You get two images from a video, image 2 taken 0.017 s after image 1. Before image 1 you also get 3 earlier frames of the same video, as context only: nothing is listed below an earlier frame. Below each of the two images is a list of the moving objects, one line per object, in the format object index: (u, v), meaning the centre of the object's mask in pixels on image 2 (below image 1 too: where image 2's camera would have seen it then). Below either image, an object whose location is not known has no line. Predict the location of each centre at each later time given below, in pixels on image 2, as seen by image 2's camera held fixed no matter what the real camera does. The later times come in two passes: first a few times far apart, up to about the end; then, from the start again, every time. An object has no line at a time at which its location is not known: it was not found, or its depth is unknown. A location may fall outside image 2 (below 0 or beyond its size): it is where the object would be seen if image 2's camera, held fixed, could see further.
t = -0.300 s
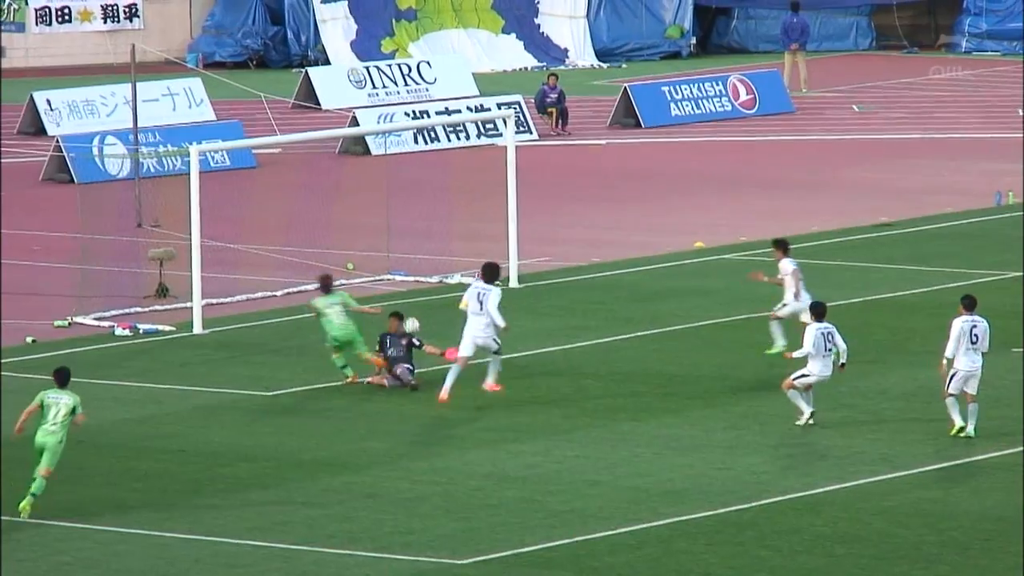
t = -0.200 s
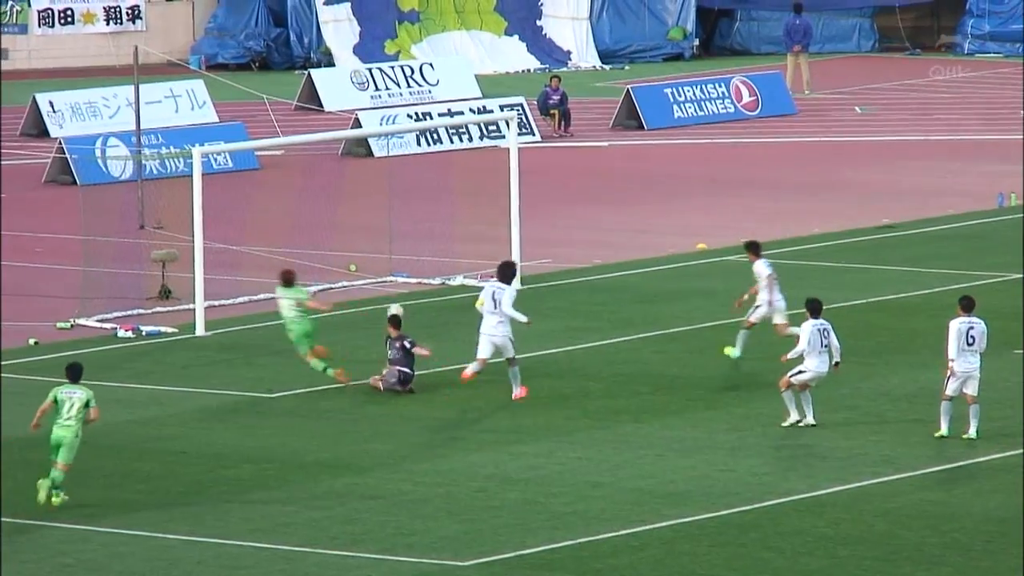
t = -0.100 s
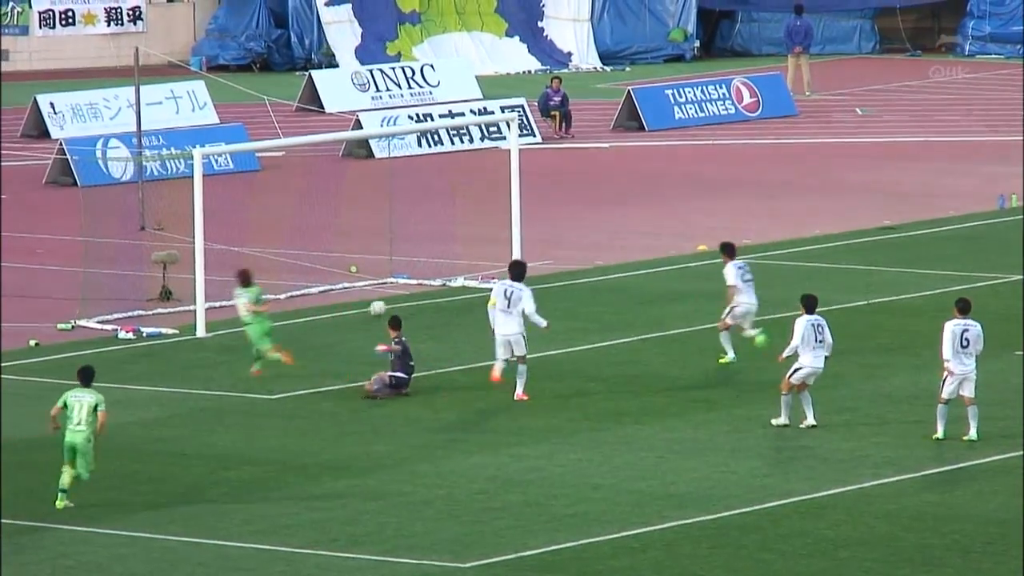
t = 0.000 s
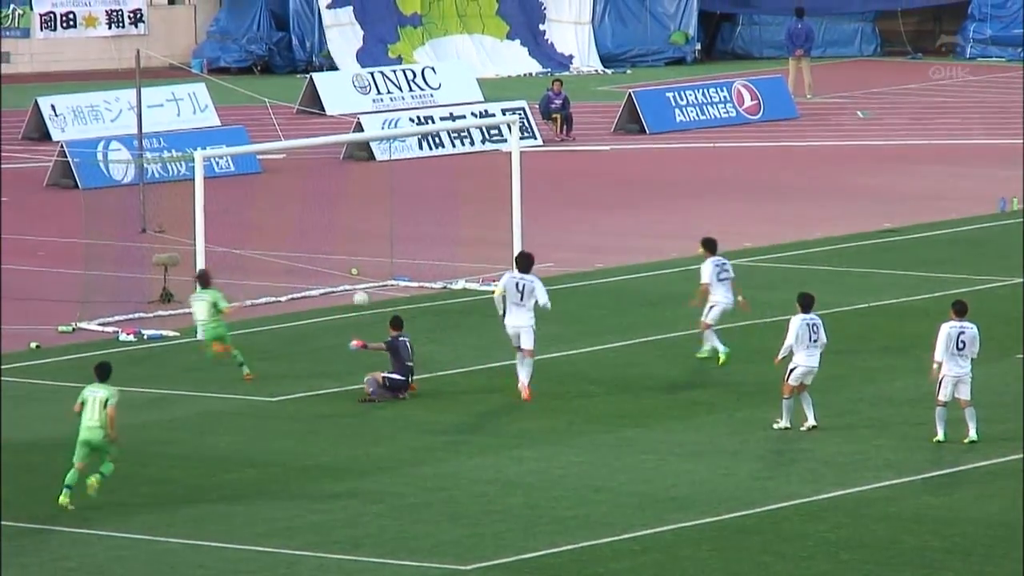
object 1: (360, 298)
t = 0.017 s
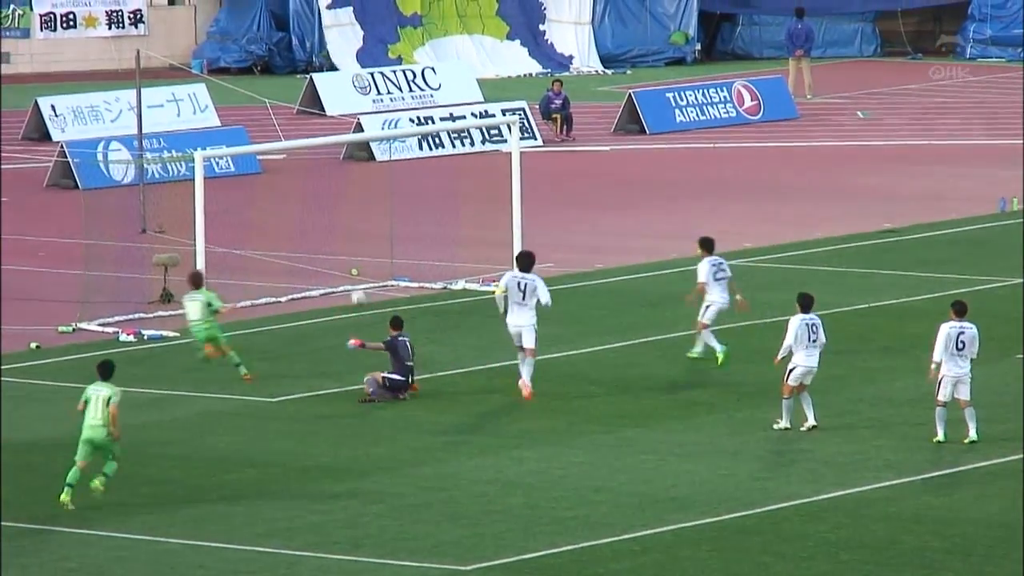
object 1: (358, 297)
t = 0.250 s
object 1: (316, 277)
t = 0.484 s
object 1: (347, 217)
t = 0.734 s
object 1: (401, 180)
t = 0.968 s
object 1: (434, 188)
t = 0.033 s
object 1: (354, 296)
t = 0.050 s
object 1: (351, 294)
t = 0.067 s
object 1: (348, 293)
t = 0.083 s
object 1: (345, 293)
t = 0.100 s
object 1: (342, 293)
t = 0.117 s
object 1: (339, 293)
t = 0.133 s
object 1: (336, 293)
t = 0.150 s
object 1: (334, 294)
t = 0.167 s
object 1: (330, 289)
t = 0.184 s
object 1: (327, 286)
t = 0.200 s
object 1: (325, 284)
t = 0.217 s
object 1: (322, 282)
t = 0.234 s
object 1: (319, 279)
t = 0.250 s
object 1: (316, 277)
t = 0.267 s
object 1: (314, 276)
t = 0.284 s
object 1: (313, 272)
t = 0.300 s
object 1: (313, 268)
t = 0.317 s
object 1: (315, 263)
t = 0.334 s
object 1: (317, 259)
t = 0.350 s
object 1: (319, 254)
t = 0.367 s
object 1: (322, 248)
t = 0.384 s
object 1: (325, 243)
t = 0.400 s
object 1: (329, 239)
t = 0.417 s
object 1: (332, 234)
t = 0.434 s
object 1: (336, 229)
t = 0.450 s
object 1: (340, 224)
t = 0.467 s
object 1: (344, 221)
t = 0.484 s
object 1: (347, 217)
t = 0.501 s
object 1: (351, 213)
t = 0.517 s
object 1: (354, 209)
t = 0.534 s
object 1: (359, 206)
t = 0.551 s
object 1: (362, 203)
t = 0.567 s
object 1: (366, 199)
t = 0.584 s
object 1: (370, 197)
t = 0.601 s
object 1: (374, 194)
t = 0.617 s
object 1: (378, 192)
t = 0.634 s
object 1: (382, 189)
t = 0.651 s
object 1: (386, 187)
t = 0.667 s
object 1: (389, 186)
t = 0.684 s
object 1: (392, 184)
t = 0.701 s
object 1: (395, 182)
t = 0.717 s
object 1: (398, 181)
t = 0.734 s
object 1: (401, 180)
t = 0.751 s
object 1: (403, 181)
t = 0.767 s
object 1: (406, 180)
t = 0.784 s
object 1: (408, 179)
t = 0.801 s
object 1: (410, 178)
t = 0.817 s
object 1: (413, 178)
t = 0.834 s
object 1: (415, 179)
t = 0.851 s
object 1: (418, 180)
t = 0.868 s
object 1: (420, 180)
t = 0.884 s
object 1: (422, 181)
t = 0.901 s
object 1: (424, 182)
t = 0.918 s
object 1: (427, 183)
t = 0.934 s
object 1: (430, 184)
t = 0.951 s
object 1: (432, 186)
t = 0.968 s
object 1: (434, 188)
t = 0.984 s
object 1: (436, 189)
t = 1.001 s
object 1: (439, 191)
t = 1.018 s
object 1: (441, 193)
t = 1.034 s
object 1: (443, 196)
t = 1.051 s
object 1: (446, 199)
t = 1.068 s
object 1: (448, 201)
